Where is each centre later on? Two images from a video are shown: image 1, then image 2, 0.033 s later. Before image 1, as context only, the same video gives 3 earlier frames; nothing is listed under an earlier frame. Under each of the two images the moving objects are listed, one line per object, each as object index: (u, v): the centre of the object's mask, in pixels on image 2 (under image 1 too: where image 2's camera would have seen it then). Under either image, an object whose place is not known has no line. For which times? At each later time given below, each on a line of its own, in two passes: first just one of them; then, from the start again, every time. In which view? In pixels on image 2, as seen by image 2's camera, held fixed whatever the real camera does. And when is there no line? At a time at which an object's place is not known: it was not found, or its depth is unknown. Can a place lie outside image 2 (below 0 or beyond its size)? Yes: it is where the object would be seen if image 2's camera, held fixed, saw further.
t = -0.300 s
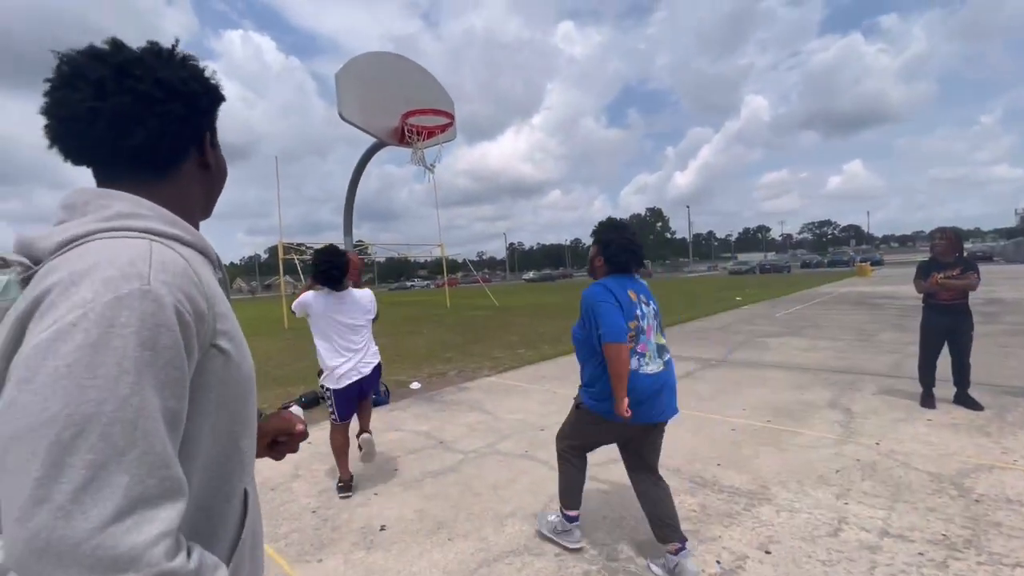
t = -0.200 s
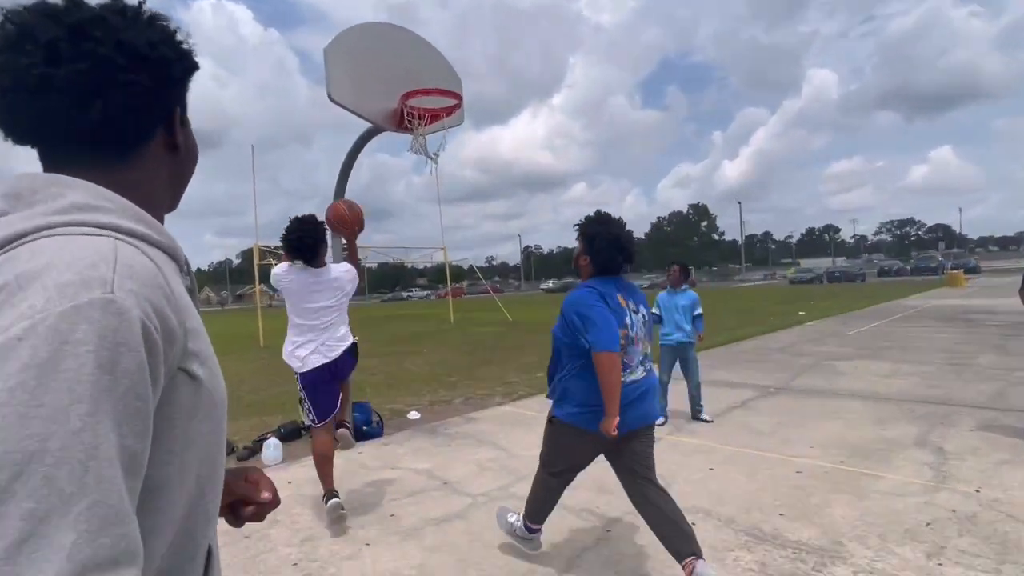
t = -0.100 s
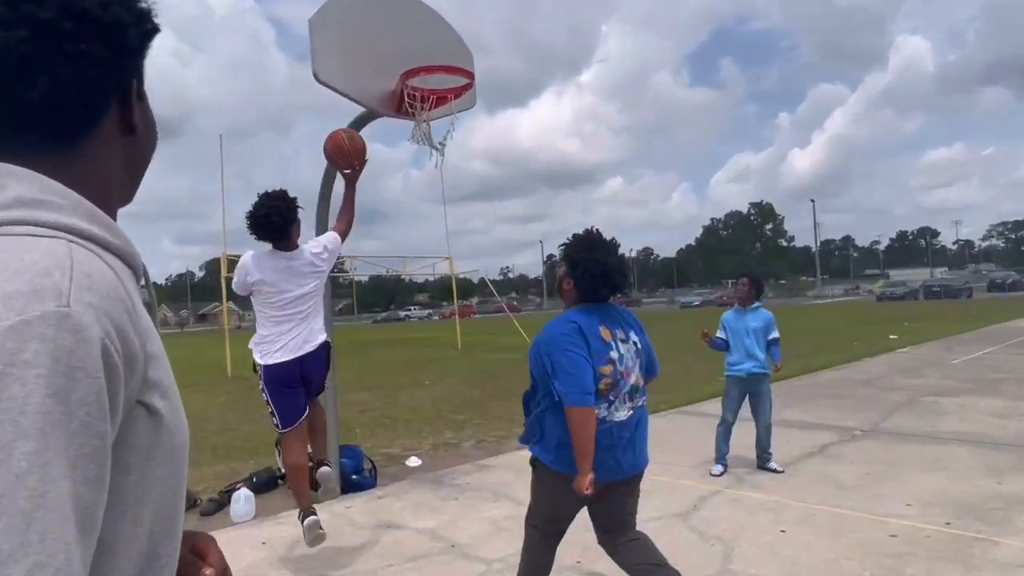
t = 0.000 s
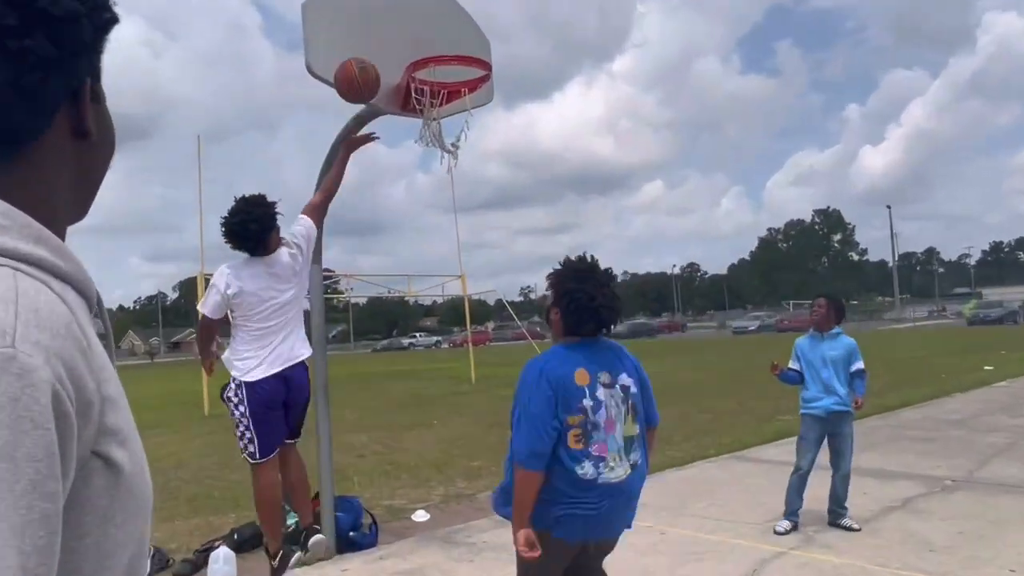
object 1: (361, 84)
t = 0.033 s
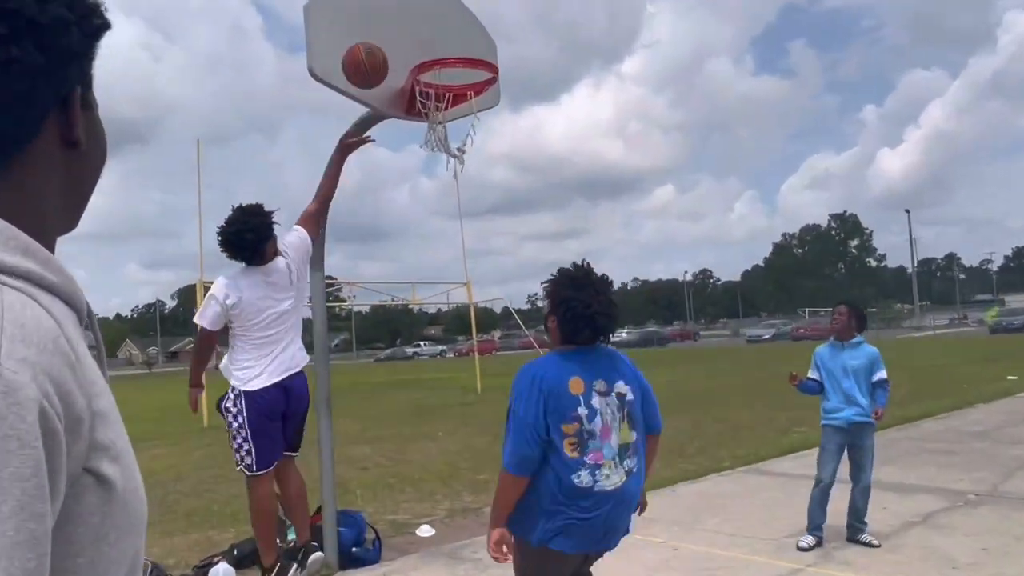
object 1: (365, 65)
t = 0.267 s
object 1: (409, 5)
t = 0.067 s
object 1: (370, 50)
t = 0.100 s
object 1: (374, 37)
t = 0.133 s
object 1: (379, 26)
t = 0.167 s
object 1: (383, 19)
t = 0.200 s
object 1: (392, 12)
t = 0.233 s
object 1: (400, 7)
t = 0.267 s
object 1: (409, 5)
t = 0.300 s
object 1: (417, 4)
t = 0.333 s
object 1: (425, 5)
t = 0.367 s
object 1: (433, 8)
